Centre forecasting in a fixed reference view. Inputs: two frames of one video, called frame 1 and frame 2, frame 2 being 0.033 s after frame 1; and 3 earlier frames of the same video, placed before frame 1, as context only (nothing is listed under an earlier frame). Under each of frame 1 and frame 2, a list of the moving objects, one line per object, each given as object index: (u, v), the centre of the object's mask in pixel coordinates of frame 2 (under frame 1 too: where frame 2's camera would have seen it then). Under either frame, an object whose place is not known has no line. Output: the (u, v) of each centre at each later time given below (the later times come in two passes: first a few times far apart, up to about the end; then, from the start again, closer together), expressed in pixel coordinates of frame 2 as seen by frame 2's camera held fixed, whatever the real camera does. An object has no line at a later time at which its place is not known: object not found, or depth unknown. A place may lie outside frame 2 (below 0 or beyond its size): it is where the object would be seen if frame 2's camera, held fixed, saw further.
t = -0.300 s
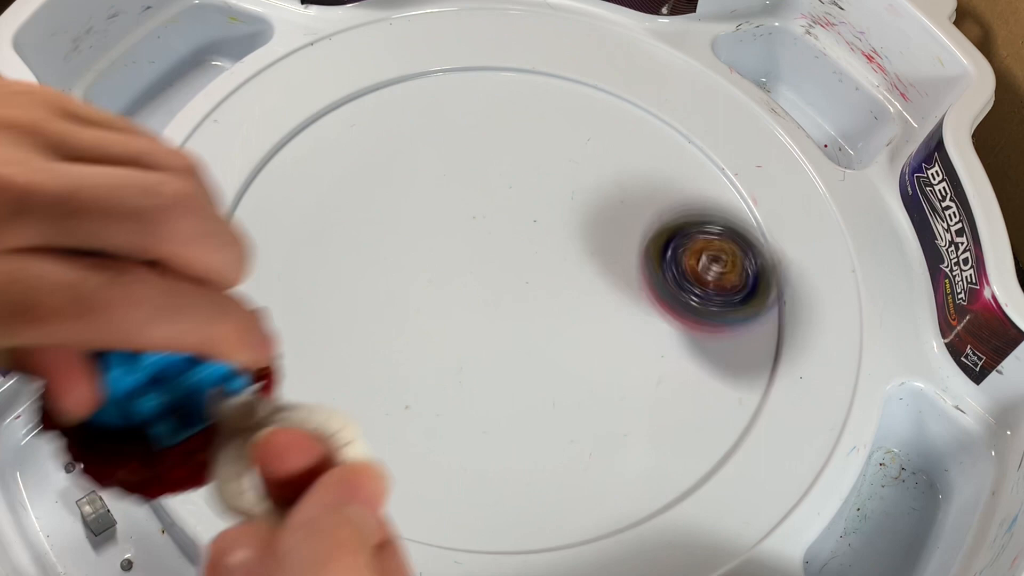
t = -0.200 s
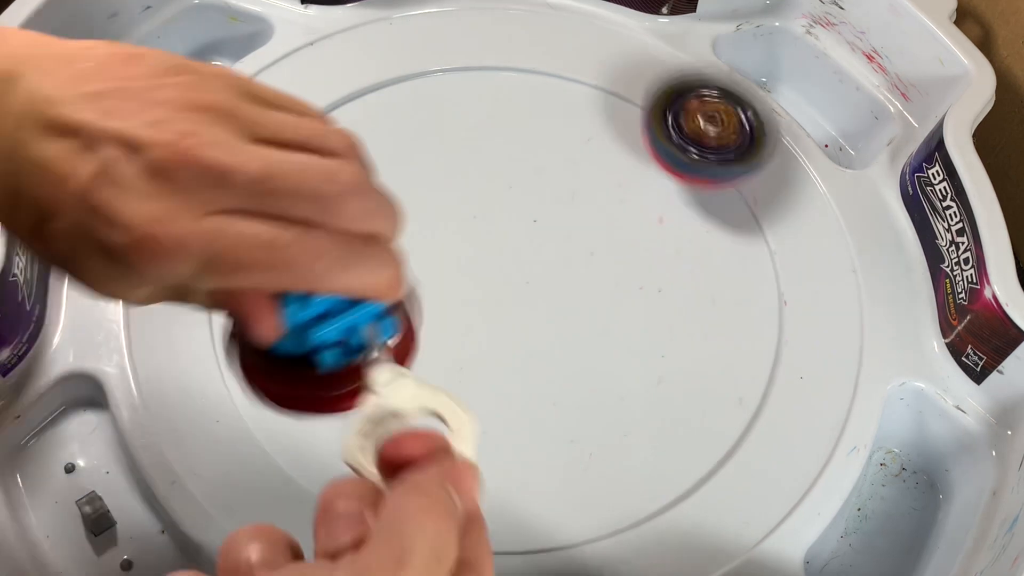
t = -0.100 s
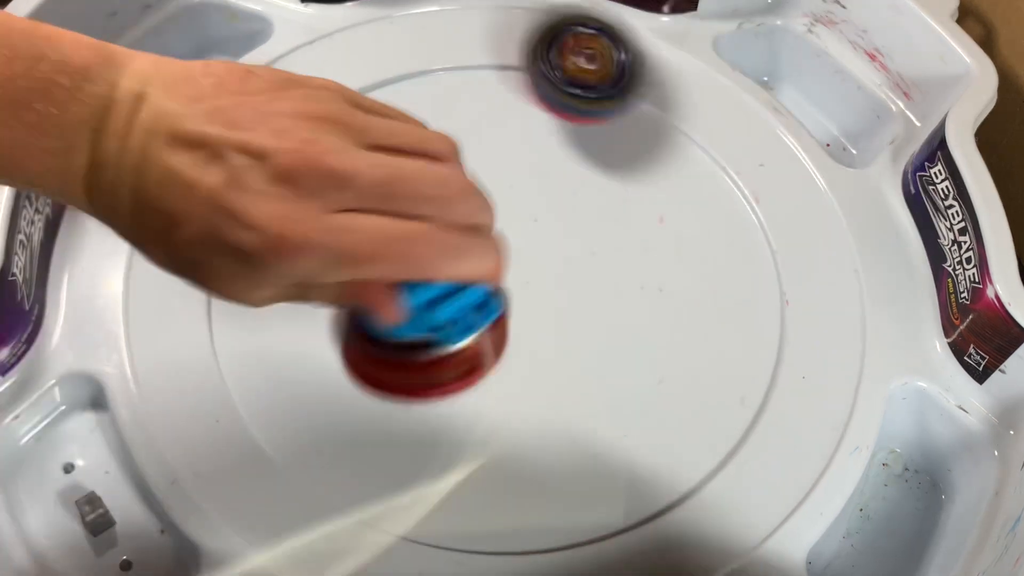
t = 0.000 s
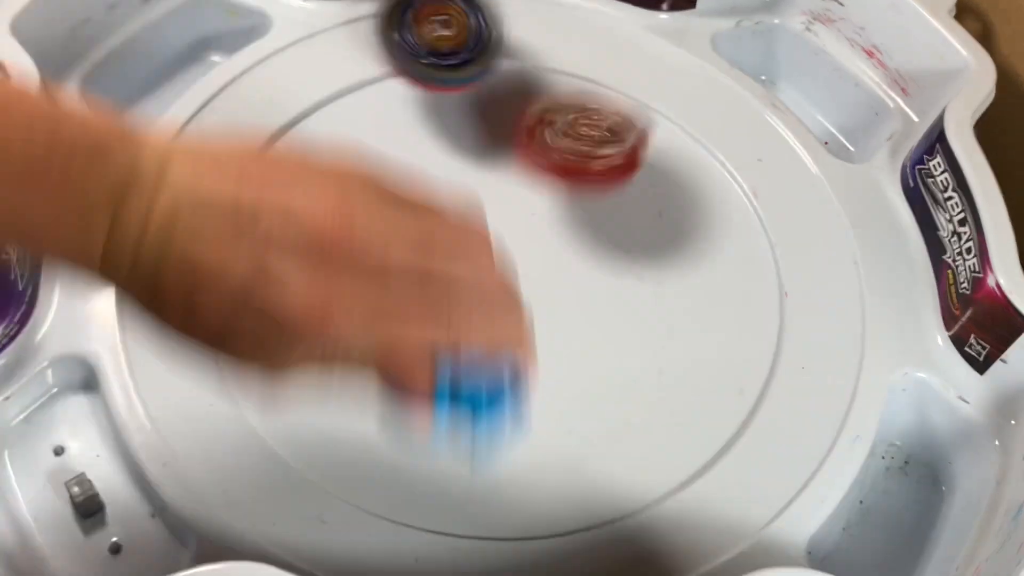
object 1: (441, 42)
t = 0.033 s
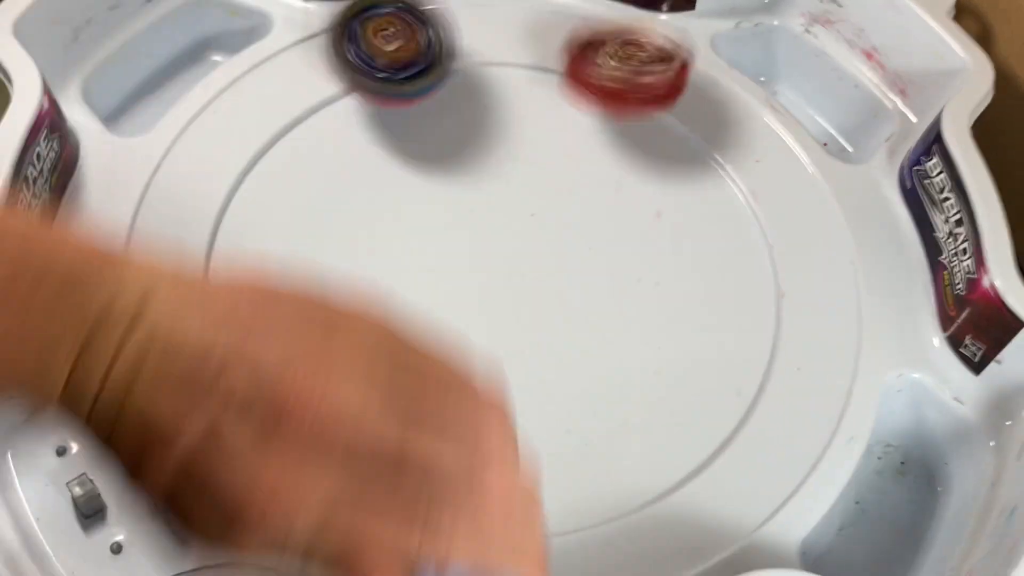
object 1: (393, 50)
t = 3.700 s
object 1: (729, 350)
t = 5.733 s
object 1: (635, 216)
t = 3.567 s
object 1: (657, 424)
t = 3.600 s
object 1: (681, 409)
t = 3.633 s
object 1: (700, 393)
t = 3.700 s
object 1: (729, 350)
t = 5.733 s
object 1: (635, 216)
